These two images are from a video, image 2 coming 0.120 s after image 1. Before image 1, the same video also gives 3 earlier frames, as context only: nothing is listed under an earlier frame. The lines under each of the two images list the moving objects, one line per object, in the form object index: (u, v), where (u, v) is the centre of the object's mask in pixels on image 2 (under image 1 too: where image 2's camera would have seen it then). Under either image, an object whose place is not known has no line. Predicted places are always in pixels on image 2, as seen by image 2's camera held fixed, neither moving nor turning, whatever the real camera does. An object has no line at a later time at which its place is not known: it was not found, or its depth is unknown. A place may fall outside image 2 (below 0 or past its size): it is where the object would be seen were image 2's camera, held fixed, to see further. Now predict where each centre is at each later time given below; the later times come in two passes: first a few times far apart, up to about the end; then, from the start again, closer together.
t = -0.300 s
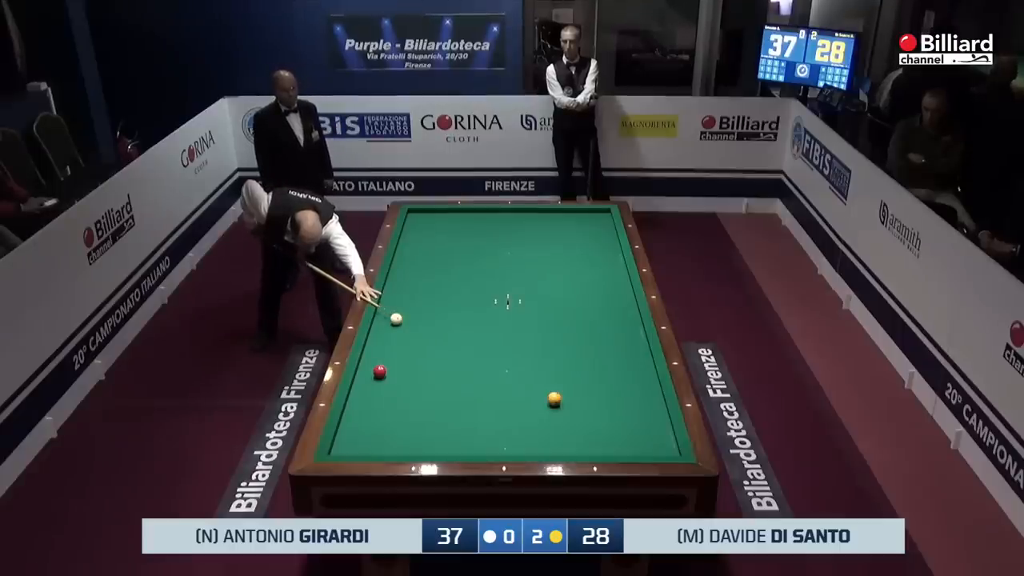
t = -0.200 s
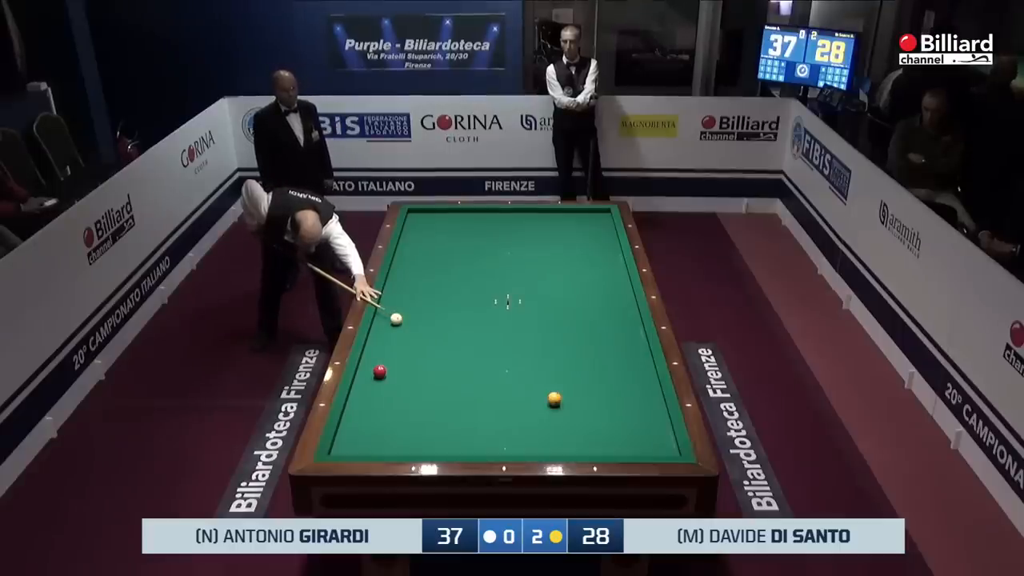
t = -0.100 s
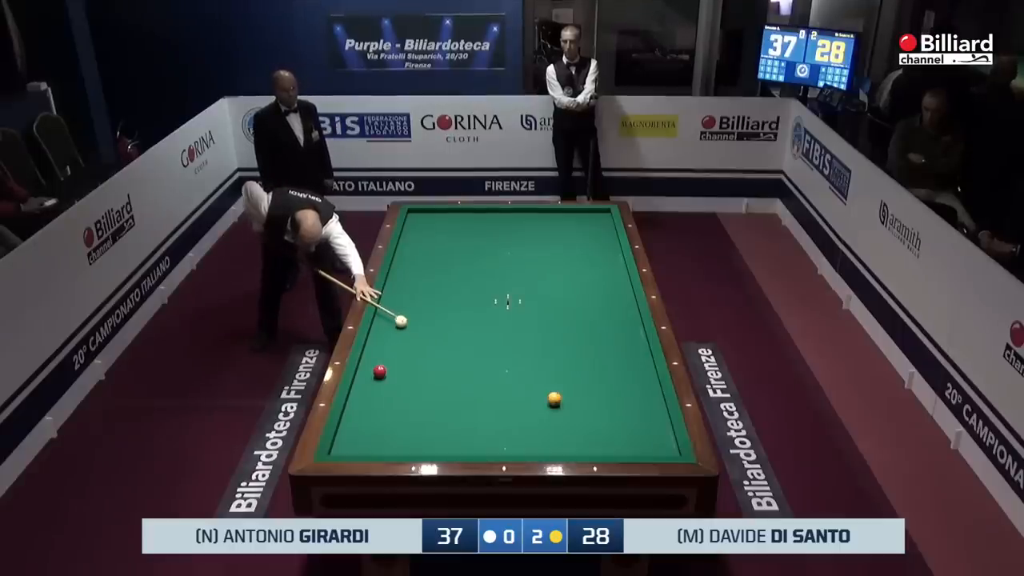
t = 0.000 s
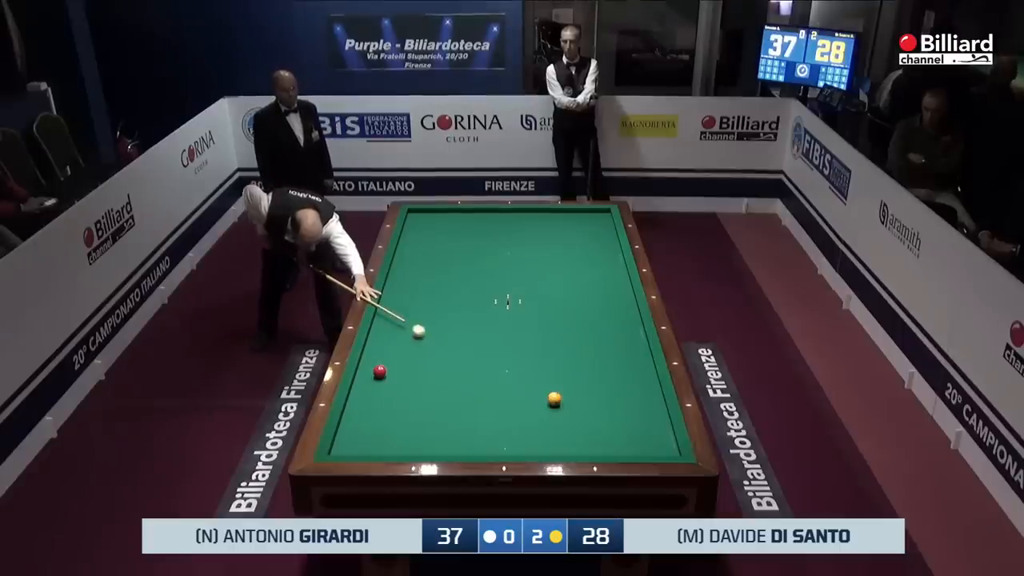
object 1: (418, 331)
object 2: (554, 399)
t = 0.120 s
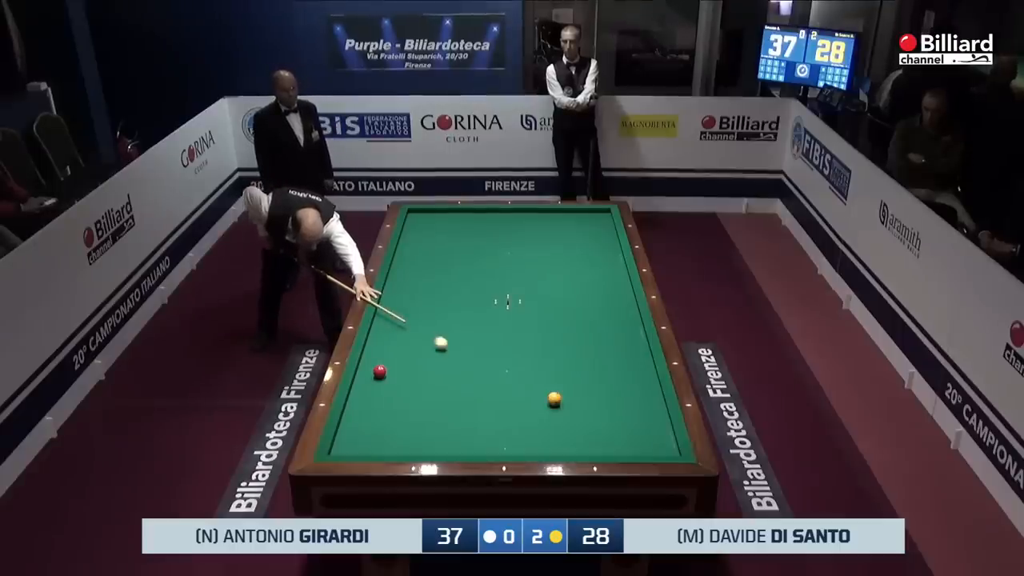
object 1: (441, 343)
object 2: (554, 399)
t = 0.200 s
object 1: (456, 352)
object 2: (554, 399)
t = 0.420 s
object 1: (501, 377)
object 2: (554, 399)
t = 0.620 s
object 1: (540, 401)
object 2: (560, 400)
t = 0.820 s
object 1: (545, 423)
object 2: (600, 405)
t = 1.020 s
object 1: (554, 446)
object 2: (632, 409)
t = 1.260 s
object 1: (558, 438)
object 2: (656, 413)
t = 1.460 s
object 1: (559, 425)
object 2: (637, 417)
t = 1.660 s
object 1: (560, 413)
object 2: (620, 420)
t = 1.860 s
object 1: (561, 401)
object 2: (603, 423)
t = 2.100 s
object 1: (563, 389)
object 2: (583, 427)
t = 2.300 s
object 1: (564, 378)
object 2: (567, 430)
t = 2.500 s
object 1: (564, 369)
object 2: (550, 433)
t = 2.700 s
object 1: (565, 360)
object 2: (534, 436)
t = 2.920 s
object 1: (566, 351)
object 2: (517, 439)
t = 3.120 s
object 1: (567, 343)
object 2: (502, 441)
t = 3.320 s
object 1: (567, 335)
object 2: (487, 444)
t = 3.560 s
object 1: (568, 327)
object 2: (469, 447)
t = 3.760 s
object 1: (568, 320)
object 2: (455, 448)
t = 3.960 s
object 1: (569, 314)
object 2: (441, 450)
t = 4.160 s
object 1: (569, 308)
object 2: (429, 449)
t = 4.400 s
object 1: (570, 301)
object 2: (415, 448)
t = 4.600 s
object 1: (570, 296)
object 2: (405, 447)
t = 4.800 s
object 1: (571, 291)
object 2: (395, 447)
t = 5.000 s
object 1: (571, 286)
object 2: (386, 446)
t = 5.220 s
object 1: (571, 281)
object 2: (376, 446)
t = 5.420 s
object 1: (572, 277)
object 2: (368, 445)
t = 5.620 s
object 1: (572, 273)
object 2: (360, 444)
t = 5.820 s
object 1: (572, 269)
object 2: (353, 443)
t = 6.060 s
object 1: (572, 265)
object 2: (344, 441)
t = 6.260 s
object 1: (572, 262)
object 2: (340, 441)
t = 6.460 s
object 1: (572, 259)
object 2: (343, 440)
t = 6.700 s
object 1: (573, 255)
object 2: (347, 439)
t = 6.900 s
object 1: (573, 252)
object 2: (351, 438)
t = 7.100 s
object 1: (573, 250)
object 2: (354, 438)
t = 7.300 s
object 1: (573, 247)
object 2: (356, 438)
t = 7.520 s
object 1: (573, 245)
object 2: (358, 437)
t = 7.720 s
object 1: (573, 243)
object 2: (359, 437)
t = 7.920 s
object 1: (573, 241)
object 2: (360, 436)
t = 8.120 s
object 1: (574, 239)
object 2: (361, 436)
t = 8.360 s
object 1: (573, 237)
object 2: (361, 436)
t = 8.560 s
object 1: (573, 236)
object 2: (361, 436)
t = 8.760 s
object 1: (573, 234)
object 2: (361, 436)
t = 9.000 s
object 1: (574, 233)
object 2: (361, 436)
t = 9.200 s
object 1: (574, 232)
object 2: (361, 436)
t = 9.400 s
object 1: (574, 231)
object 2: (361, 436)
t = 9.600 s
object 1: (574, 230)
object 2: (361, 436)
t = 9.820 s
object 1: (575, 229)
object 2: (361, 436)
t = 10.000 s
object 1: (575, 228)
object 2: (361, 436)
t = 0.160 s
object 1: (448, 347)
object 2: (554, 399)
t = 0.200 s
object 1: (456, 352)
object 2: (554, 399)
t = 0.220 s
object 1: (460, 354)
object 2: (554, 399)
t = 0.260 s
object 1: (468, 358)
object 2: (554, 399)
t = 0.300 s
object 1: (476, 363)
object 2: (554, 399)
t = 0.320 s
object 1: (480, 365)
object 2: (554, 399)
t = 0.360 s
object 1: (488, 370)
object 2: (554, 399)
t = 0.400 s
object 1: (497, 374)
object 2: (554, 399)
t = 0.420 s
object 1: (501, 377)
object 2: (554, 399)
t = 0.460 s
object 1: (510, 381)
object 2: (554, 399)
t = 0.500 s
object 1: (519, 386)
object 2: (554, 399)
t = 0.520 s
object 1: (524, 389)
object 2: (554, 399)
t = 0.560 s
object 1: (533, 394)
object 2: (554, 399)
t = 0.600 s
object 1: (540, 399)
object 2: (556, 399)
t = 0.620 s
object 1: (540, 401)
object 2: (560, 400)
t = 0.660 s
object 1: (540, 405)
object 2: (569, 401)
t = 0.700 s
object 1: (540, 409)
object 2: (578, 402)
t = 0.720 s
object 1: (541, 412)
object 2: (582, 402)
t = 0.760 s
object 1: (543, 416)
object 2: (589, 404)
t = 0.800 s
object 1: (544, 421)
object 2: (596, 404)
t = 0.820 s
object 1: (545, 423)
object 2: (600, 405)
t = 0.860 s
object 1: (547, 428)
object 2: (606, 405)
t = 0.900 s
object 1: (549, 432)
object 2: (613, 406)
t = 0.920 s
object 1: (549, 435)
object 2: (616, 407)
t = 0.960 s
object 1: (551, 439)
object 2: (622, 407)
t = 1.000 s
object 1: (553, 444)
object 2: (629, 408)
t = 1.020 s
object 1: (554, 446)
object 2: (632, 409)
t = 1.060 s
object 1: (556, 449)
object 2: (638, 409)
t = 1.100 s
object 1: (557, 448)
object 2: (645, 410)
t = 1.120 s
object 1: (556, 447)
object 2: (648, 410)
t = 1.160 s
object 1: (557, 445)
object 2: (655, 411)
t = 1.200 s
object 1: (557, 442)
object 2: (661, 412)
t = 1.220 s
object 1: (557, 441)
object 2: (660, 412)
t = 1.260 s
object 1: (558, 438)
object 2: (656, 413)
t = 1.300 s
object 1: (558, 436)
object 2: (651, 414)
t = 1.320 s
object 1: (558, 434)
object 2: (650, 414)
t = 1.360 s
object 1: (558, 432)
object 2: (646, 415)
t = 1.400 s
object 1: (559, 429)
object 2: (643, 416)
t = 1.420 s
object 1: (559, 428)
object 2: (641, 416)
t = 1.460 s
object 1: (559, 425)
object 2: (637, 417)
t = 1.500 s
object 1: (559, 423)
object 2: (634, 418)
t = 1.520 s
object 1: (559, 422)
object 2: (633, 418)
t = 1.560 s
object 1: (560, 419)
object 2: (629, 418)
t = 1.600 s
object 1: (560, 417)
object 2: (625, 419)
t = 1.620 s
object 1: (560, 416)
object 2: (624, 419)
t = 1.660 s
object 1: (560, 413)
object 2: (620, 420)
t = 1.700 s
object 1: (560, 411)
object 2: (617, 420)
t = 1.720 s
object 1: (560, 410)
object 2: (615, 421)
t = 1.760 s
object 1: (561, 407)
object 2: (612, 421)
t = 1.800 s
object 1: (561, 405)
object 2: (608, 422)
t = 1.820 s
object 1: (561, 404)
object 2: (607, 422)
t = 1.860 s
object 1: (561, 401)
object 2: (603, 423)
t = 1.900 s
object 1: (562, 399)
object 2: (600, 423)
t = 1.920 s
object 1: (562, 399)
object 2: (598, 424)
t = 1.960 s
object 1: (562, 396)
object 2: (595, 424)
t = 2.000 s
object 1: (562, 394)
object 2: (592, 425)
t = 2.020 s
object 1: (562, 393)
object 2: (590, 425)
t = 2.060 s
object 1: (562, 391)
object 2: (587, 426)
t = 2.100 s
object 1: (563, 389)
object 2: (583, 427)
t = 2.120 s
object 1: (563, 388)
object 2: (582, 427)
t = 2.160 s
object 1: (563, 385)
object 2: (578, 427)
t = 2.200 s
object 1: (563, 384)
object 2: (575, 428)
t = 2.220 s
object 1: (563, 383)
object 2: (573, 428)
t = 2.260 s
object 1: (563, 381)
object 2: (570, 429)
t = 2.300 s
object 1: (564, 378)
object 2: (567, 430)
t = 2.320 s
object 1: (564, 377)
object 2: (565, 430)
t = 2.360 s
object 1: (564, 376)
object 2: (562, 431)
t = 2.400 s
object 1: (564, 374)
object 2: (558, 431)
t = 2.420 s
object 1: (564, 373)
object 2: (557, 432)
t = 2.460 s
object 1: (564, 371)
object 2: (554, 432)
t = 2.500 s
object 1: (564, 369)
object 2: (550, 433)
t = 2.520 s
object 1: (564, 368)
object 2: (549, 433)
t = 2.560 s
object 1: (565, 366)
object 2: (546, 434)
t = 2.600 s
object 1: (565, 365)
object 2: (543, 434)
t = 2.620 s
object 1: (565, 363)
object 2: (541, 435)
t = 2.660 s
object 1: (565, 362)
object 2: (538, 435)
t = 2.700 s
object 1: (565, 360)
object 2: (534, 436)
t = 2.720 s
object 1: (565, 359)
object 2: (533, 436)
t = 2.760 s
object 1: (565, 357)
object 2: (530, 437)
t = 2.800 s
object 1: (566, 356)
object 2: (527, 437)
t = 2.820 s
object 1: (566, 355)
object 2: (525, 437)
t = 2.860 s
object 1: (566, 353)
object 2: (522, 438)
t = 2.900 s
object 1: (566, 352)
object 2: (519, 439)
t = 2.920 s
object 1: (566, 351)
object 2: (517, 439)
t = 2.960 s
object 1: (566, 349)
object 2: (514, 440)
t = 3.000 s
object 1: (566, 348)
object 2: (511, 440)
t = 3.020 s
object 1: (566, 347)
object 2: (509, 440)
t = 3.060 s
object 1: (566, 345)
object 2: (506, 441)
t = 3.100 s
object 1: (567, 344)
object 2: (503, 441)
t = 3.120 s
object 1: (567, 343)
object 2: (502, 441)
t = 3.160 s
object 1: (567, 341)
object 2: (499, 442)
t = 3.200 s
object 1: (567, 340)
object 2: (496, 443)
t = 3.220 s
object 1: (567, 339)
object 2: (494, 443)
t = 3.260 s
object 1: (567, 337)
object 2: (491, 444)
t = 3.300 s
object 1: (567, 336)
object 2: (488, 444)
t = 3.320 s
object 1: (567, 335)
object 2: (487, 444)
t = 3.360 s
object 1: (567, 334)
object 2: (483, 445)
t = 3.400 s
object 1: (568, 332)
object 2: (481, 445)
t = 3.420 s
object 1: (568, 331)
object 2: (479, 445)
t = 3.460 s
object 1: (568, 330)
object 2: (476, 446)
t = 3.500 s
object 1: (568, 329)
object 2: (473, 446)
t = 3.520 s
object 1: (568, 328)
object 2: (472, 446)
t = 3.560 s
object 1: (568, 327)
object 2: (469, 447)
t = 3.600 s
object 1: (568, 325)
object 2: (466, 447)
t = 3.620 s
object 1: (568, 325)
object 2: (465, 447)
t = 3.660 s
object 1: (568, 323)
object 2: (462, 447)
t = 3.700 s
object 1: (568, 322)
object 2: (459, 447)
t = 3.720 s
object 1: (568, 322)
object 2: (458, 448)
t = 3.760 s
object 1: (568, 320)
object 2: (455, 448)
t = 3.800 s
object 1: (569, 319)
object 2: (452, 448)
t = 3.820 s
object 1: (569, 318)
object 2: (450, 448)
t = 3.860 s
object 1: (569, 317)
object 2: (448, 449)
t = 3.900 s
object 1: (569, 316)
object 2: (445, 449)
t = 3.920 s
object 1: (569, 315)
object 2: (444, 449)
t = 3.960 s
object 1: (569, 314)
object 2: (441, 450)
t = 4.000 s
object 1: (569, 313)
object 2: (438, 450)
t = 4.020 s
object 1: (569, 312)
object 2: (437, 450)
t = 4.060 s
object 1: (569, 311)
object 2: (434, 450)
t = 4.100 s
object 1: (569, 310)
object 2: (432, 450)
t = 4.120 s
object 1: (569, 309)
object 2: (431, 449)
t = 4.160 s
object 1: (569, 308)
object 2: (429, 449)
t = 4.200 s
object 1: (569, 307)
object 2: (426, 449)
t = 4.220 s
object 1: (569, 306)
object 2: (425, 449)
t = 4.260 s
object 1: (569, 305)
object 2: (423, 449)
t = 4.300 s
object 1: (569, 304)
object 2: (421, 449)
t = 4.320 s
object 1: (569, 303)
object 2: (420, 449)
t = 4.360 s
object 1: (570, 302)
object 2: (418, 448)
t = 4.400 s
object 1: (570, 301)
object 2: (415, 448)
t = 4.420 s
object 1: (570, 301)
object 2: (414, 448)
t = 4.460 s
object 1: (570, 300)
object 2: (412, 448)
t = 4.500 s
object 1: (570, 299)
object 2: (410, 448)
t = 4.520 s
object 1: (570, 298)
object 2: (409, 448)
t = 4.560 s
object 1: (570, 297)
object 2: (407, 448)
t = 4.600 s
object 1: (570, 296)
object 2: (405, 447)
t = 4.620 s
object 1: (570, 296)
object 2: (404, 447)
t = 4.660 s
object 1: (570, 294)
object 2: (402, 447)
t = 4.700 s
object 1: (570, 294)
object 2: (400, 447)
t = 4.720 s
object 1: (570, 293)
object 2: (399, 447)
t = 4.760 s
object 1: (570, 292)
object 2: (397, 447)
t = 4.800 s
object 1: (571, 291)
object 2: (395, 447)
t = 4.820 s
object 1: (571, 291)
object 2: (394, 447)
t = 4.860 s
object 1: (571, 290)
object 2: (392, 447)
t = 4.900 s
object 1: (571, 289)
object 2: (391, 447)
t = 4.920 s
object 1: (571, 288)
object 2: (390, 446)
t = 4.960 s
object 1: (571, 287)
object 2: (388, 446)
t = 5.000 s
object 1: (571, 286)
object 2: (386, 446)
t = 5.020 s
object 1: (571, 286)
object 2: (385, 446)
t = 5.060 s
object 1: (571, 285)
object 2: (383, 446)
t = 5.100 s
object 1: (571, 284)
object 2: (381, 446)
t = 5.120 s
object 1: (571, 284)
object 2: (380, 446)
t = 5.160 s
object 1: (571, 283)
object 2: (379, 446)
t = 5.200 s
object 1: (571, 282)
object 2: (377, 446)
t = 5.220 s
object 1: (571, 281)
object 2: (376, 446)
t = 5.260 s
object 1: (572, 280)
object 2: (374, 445)
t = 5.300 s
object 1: (572, 280)
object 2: (372, 445)
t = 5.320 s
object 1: (572, 279)
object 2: (372, 445)
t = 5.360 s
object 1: (572, 278)
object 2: (370, 445)
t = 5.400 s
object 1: (572, 277)
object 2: (368, 445)
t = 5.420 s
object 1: (572, 277)
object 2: (368, 445)
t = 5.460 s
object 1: (572, 276)
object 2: (366, 445)
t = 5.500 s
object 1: (572, 276)
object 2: (365, 445)
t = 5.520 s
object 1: (572, 275)
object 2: (364, 444)
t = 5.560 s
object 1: (572, 274)
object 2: (362, 444)
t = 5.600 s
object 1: (572, 274)
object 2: (360, 444)
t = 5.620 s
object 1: (572, 273)
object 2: (360, 444)
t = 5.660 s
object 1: (572, 272)
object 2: (358, 444)
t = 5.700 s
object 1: (572, 272)
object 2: (357, 444)
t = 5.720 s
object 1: (572, 271)
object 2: (356, 443)
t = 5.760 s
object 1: (572, 270)
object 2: (355, 443)
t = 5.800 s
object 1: (572, 270)
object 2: (353, 443)
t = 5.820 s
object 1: (572, 269)
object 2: (353, 443)
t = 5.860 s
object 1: (572, 269)
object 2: (351, 443)
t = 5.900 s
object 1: (572, 268)
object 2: (350, 443)
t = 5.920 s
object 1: (572, 268)
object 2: (349, 442)
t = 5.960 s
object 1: (572, 267)
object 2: (348, 442)
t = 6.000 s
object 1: (572, 266)
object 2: (347, 442)
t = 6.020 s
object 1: (572, 266)
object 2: (346, 442)
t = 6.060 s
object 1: (572, 265)
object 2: (344, 441)
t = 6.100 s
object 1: (572, 264)
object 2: (343, 441)
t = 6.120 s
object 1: (572, 264)
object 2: (342, 441)
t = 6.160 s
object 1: (572, 263)
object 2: (341, 441)
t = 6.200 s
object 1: (572, 263)
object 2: (340, 441)
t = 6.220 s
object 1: (572, 262)
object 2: (340, 441)
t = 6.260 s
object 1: (572, 262)
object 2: (340, 441)
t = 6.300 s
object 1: (572, 261)
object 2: (341, 441)
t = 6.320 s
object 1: (572, 261)
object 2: (341, 441)
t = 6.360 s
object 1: (572, 260)
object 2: (342, 440)
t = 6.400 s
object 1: (572, 259)
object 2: (343, 440)
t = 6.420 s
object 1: (572, 259)
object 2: (343, 440)
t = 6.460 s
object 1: (572, 259)
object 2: (343, 440)
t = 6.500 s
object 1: (572, 258)
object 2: (344, 440)
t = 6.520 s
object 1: (572, 257)
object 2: (345, 440)
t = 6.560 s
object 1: (572, 257)
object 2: (345, 439)
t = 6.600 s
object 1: (573, 257)
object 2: (346, 439)
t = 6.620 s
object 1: (573, 256)
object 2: (346, 439)
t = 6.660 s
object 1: (573, 255)
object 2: (347, 439)
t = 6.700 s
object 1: (573, 255)
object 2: (347, 439)
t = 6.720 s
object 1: (573, 255)
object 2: (348, 439)
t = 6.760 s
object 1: (573, 254)
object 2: (348, 439)
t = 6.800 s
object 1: (573, 254)
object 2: (349, 439)
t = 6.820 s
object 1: (573, 253)
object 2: (349, 439)
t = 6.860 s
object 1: (573, 253)
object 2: (350, 438)
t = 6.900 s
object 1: (573, 252)
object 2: (351, 438)
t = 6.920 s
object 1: (573, 252)
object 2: (351, 438)
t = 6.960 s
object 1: (573, 251)
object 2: (352, 438)
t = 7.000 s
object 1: (573, 251)
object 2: (352, 438)
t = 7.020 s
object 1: (573, 251)
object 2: (353, 438)
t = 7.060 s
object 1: (573, 250)
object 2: (353, 438)
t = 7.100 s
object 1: (573, 250)
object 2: (354, 438)
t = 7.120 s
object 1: (573, 249)
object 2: (354, 438)
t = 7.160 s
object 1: (573, 249)
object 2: (354, 438)
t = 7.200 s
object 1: (573, 248)
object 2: (355, 438)
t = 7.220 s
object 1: (573, 248)
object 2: (355, 438)
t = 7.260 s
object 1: (573, 248)
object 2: (356, 438)
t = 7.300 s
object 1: (573, 247)
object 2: (356, 438)
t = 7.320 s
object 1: (573, 247)
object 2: (356, 438)
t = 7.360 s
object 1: (573, 247)
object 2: (357, 437)
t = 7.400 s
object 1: (573, 246)
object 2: (357, 437)
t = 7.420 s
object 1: (573, 246)
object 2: (357, 437)
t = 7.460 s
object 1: (573, 245)
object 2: (358, 437)
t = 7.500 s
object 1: (573, 245)
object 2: (358, 437)
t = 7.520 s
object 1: (573, 245)
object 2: (358, 437)
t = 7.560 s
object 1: (573, 244)
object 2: (358, 437)
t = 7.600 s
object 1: (573, 244)
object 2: (358, 437)
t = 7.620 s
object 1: (573, 244)
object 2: (359, 437)
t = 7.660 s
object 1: (573, 243)
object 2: (359, 437)
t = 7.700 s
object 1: (573, 243)
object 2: (359, 437)
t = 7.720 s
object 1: (573, 243)
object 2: (359, 437)
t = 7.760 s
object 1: (573, 242)
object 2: (360, 437)
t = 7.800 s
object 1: (573, 242)
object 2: (360, 437)
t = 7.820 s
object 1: (573, 242)
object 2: (360, 437)
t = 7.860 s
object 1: (573, 241)
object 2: (360, 436)
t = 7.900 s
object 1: (573, 241)
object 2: (360, 436)
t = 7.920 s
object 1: (573, 241)
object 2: (360, 436)
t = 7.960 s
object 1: (573, 241)
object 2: (361, 436)
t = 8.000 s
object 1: (573, 240)
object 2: (361, 436)
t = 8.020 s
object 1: (574, 240)
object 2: (361, 436)
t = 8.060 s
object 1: (573, 240)
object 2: (361, 436)
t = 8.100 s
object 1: (574, 239)
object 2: (361, 436)
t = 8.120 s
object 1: (574, 239)
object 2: (361, 436)
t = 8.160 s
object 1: (573, 239)
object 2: (361, 436)
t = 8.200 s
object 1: (574, 238)
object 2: (361, 436)
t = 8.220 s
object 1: (574, 238)
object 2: (361, 436)
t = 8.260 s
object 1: (573, 238)
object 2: (361, 436)
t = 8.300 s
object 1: (573, 237)
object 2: (361, 436)
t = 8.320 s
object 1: (573, 237)
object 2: (361, 436)
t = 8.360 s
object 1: (573, 237)
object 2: (361, 436)
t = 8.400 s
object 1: (573, 237)
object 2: (361, 436)
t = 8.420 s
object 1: (573, 236)
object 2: (361, 436)
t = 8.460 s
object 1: (573, 236)
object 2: (361, 436)
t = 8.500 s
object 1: (573, 236)
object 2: (361, 436)
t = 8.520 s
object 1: (573, 236)
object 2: (361, 436)
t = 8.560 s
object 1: (573, 236)
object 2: (361, 436)
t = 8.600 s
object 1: (573, 235)
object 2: (361, 436)
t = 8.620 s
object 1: (573, 235)
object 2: (361, 436)
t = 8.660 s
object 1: (573, 235)
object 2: (361, 436)
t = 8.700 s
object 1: (573, 235)
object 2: (361, 436)
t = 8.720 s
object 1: (573, 234)
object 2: (361, 436)
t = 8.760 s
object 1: (573, 234)
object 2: (361, 436)
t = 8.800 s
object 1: (573, 234)
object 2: (361, 436)
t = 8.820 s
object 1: (573, 234)
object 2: (361, 436)
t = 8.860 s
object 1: (573, 234)
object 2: (361, 436)
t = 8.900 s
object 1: (573, 233)
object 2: (361, 436)
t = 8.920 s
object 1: (574, 233)
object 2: (361, 436)
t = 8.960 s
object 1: (574, 233)
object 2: (361, 436)
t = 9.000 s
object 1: (574, 233)
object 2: (361, 436)
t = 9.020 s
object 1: (574, 233)
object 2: (361, 436)
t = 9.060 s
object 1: (574, 232)
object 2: (361, 436)
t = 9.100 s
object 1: (574, 232)
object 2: (361, 436)
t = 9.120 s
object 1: (574, 232)
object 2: (361, 436)
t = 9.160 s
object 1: (574, 232)
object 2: (361, 436)
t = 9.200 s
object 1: (574, 232)
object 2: (361, 436)
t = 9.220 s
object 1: (574, 232)
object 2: (361, 436)
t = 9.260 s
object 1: (574, 231)
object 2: (361, 436)
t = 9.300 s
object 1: (574, 231)
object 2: (361, 436)
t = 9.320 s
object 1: (574, 231)
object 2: (361, 436)
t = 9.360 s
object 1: (574, 231)
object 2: (361, 436)
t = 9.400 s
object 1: (574, 231)
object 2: (361, 436)
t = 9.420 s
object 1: (574, 230)
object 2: (361, 436)
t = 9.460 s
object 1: (574, 230)
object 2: (361, 436)
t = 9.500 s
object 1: (574, 230)
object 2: (361, 436)
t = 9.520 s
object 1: (574, 230)
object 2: (361, 436)
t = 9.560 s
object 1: (574, 230)
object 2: (361, 436)
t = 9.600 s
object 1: (574, 230)
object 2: (361, 436)
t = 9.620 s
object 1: (574, 230)
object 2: (361, 436)
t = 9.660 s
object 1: (575, 230)
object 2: (361, 436)
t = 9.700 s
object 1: (575, 230)
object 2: (361, 436)
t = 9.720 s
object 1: (575, 229)
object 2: (361, 436)
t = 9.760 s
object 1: (575, 229)
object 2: (361, 436)
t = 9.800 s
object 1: (575, 229)
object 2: (361, 436)
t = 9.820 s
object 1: (575, 229)
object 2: (361, 436)
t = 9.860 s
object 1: (575, 229)
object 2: (361, 436)
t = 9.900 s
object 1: (575, 229)
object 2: (361, 436)
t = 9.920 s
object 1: (575, 229)
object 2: (361, 436)
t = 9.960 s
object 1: (575, 229)
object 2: (361, 436)
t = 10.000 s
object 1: (575, 228)
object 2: (361, 436)
